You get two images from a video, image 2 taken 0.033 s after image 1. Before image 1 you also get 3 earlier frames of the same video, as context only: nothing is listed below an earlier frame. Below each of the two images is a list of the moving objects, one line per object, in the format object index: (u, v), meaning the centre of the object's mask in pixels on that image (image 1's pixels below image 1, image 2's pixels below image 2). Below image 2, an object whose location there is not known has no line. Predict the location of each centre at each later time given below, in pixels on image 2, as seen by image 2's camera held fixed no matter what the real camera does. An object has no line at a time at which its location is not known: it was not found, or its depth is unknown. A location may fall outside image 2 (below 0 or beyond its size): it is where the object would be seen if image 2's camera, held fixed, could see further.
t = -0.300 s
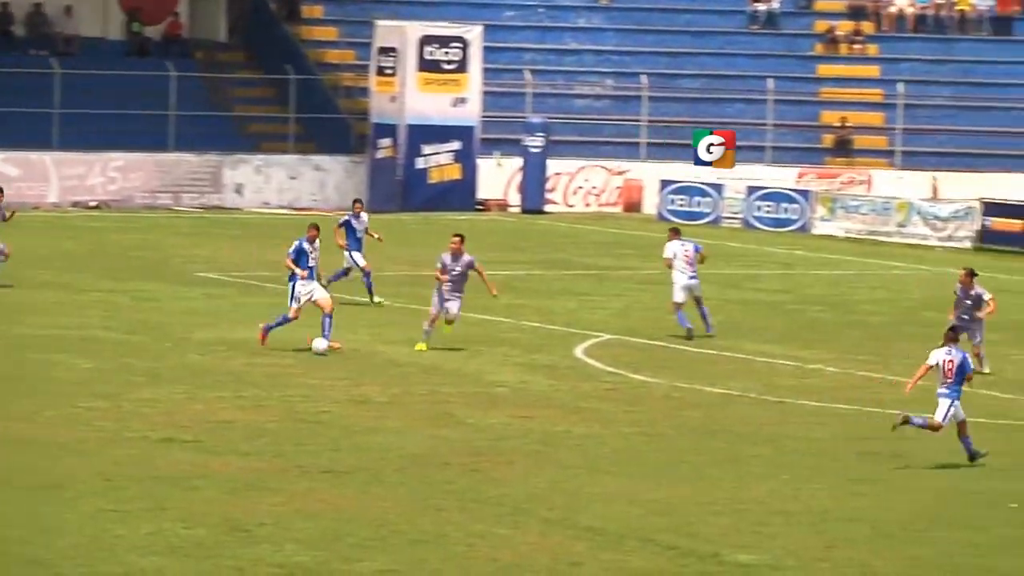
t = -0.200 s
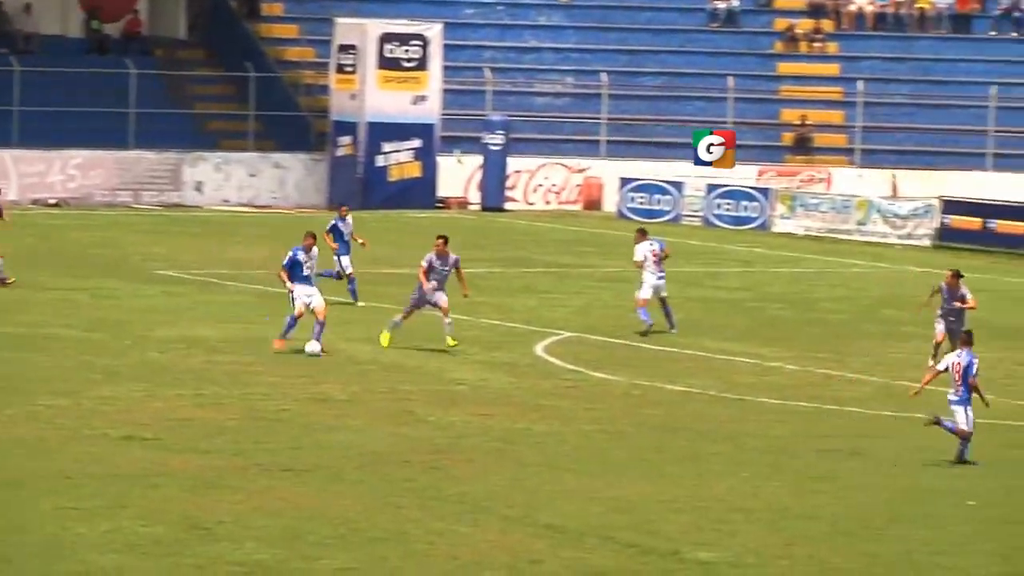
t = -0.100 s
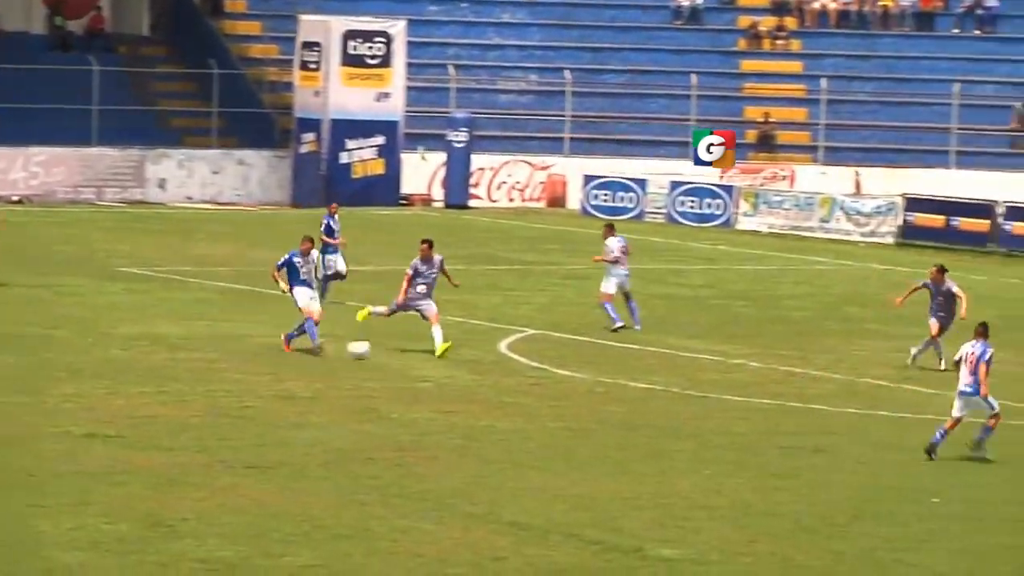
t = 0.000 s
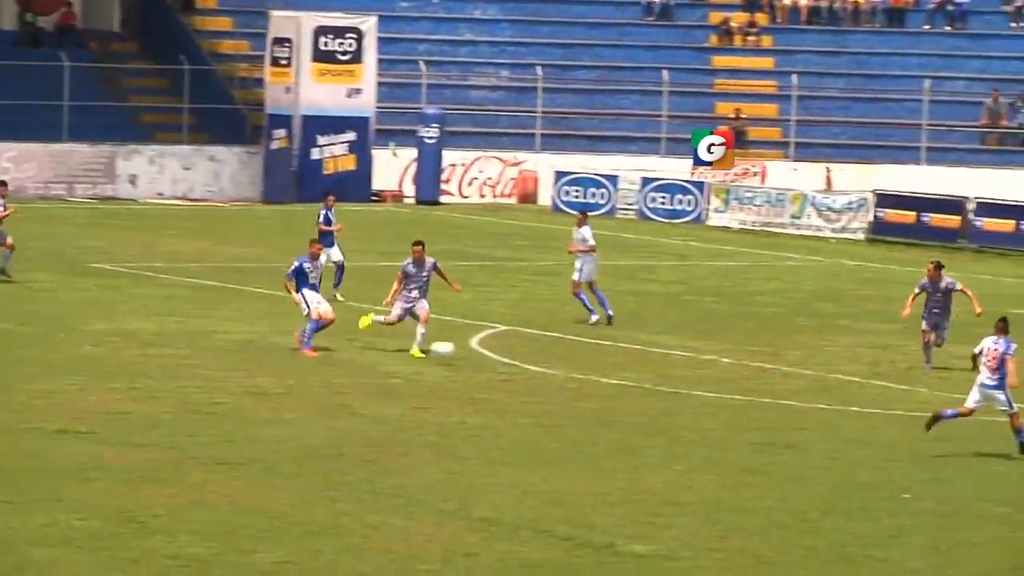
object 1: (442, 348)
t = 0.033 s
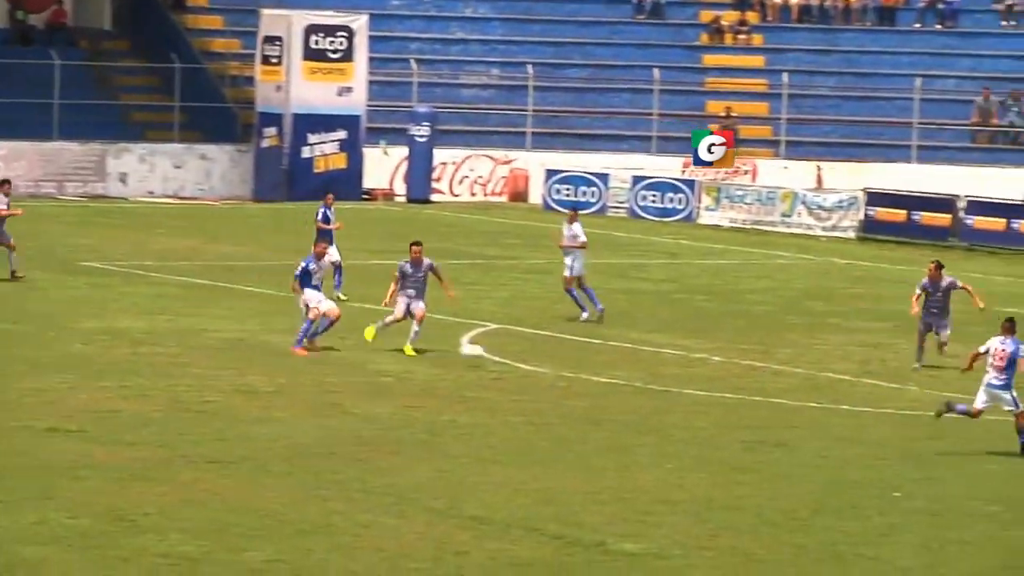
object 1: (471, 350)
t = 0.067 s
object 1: (507, 355)
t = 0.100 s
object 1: (544, 362)
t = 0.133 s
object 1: (578, 365)
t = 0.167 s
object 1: (610, 363)
